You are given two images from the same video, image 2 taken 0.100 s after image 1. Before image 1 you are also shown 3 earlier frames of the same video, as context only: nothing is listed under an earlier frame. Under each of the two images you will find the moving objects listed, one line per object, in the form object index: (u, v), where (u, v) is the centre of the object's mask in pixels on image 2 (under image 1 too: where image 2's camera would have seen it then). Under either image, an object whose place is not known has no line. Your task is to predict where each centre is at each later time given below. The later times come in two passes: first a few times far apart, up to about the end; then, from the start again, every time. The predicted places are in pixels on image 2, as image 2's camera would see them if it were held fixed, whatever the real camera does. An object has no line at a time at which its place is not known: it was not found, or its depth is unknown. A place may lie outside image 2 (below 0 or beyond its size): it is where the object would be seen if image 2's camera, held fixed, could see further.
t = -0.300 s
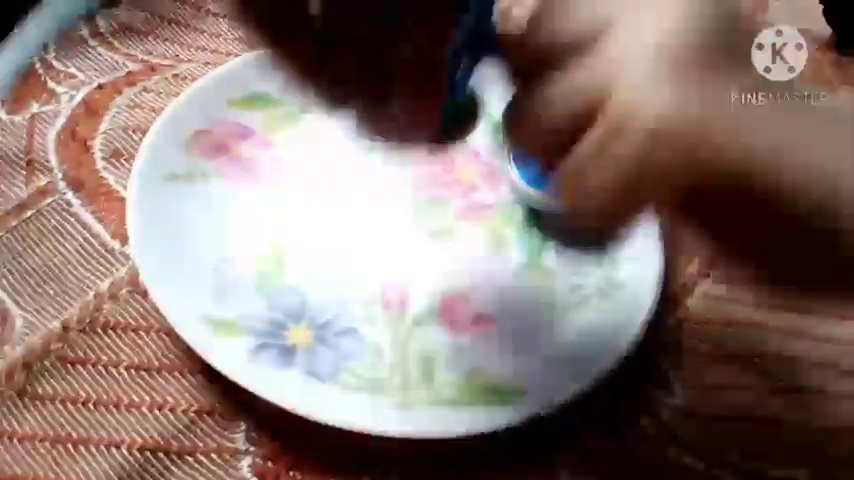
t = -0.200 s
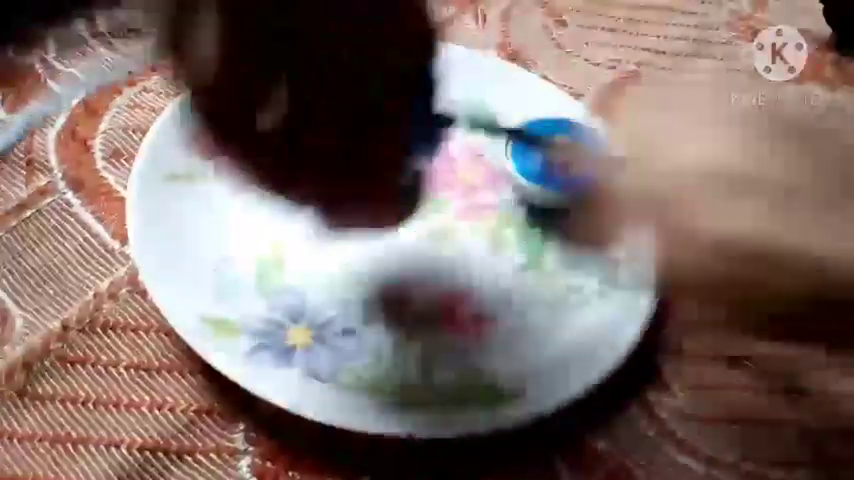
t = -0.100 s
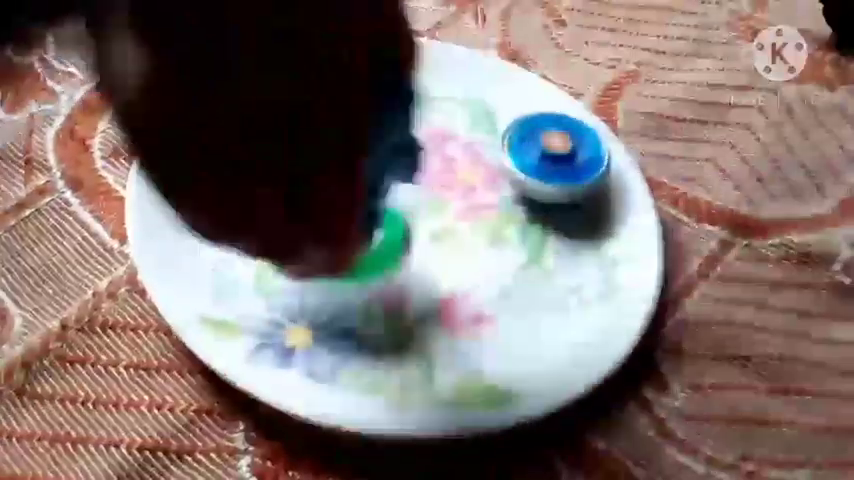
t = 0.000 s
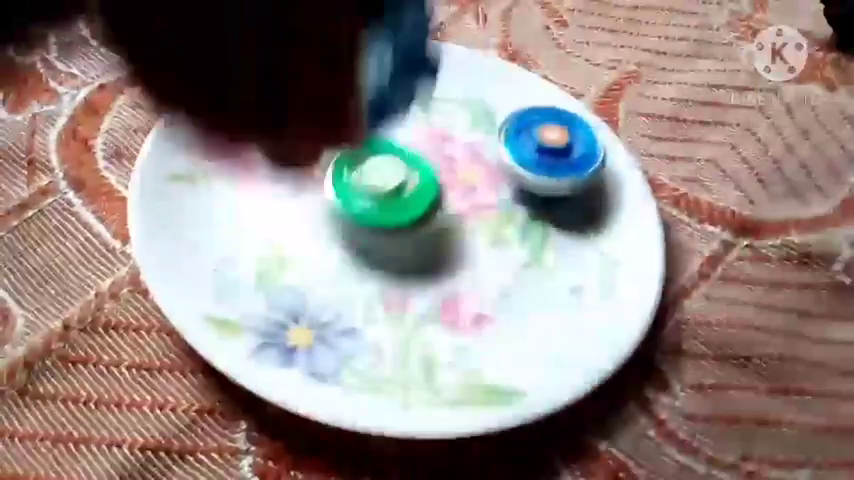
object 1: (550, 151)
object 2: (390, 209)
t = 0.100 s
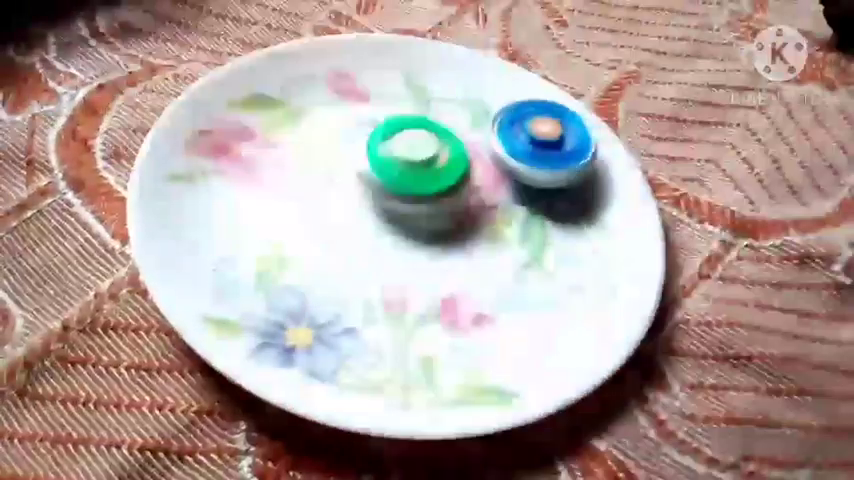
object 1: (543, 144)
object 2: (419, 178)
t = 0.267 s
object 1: (595, 127)
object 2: (379, 126)
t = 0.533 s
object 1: (555, 108)
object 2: (373, 75)
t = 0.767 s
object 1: (541, 125)
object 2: (335, 98)
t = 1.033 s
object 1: (558, 185)
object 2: (400, 96)
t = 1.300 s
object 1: (576, 238)
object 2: (470, 101)
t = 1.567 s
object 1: (567, 240)
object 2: (496, 108)
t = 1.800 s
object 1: (552, 239)
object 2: (517, 121)
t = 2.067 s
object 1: (560, 278)
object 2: (548, 88)
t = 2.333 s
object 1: (585, 240)
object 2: (560, 21)
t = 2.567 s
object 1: (569, 183)
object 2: (563, 17)
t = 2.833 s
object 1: (541, 121)
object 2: (571, 19)
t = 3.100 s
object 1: (477, 71)
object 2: (567, 18)
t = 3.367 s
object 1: (419, 76)
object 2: (589, 45)
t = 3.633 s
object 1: (474, 112)
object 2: (582, 53)
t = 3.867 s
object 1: (540, 138)
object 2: (582, 52)
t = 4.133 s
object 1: (539, 125)
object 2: (584, 51)
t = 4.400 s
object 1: (544, 157)
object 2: (582, 53)
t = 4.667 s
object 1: (568, 184)
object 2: (579, 51)
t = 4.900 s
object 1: (564, 166)
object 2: (580, 51)
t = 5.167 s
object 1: (542, 141)
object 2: (583, 52)
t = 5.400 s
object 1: (520, 119)
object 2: (587, 52)
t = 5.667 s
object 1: (487, 94)
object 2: (589, 51)
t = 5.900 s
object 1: (459, 86)
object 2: (583, 42)
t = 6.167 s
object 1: (477, 101)
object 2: (578, 40)
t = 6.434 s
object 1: (517, 114)
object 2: (579, 40)
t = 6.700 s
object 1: (523, 119)
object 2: (579, 41)
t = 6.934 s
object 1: (542, 140)
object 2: (578, 40)
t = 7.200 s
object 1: (554, 151)
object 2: (578, 40)
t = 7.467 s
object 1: (552, 156)
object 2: (579, 41)
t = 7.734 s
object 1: (549, 149)
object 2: (579, 41)
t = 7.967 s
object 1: (538, 134)
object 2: (578, 40)
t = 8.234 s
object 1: (514, 111)
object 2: (578, 39)
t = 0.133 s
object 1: (541, 141)
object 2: (431, 172)
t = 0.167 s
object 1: (567, 139)
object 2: (416, 163)
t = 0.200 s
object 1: (588, 133)
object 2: (397, 151)
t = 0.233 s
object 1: (596, 129)
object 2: (383, 136)
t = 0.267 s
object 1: (595, 127)
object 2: (379, 126)
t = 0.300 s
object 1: (587, 124)
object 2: (376, 113)
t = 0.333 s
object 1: (576, 120)
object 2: (377, 105)
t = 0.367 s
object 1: (563, 115)
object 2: (382, 98)
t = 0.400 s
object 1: (548, 109)
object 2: (390, 95)
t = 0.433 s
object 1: (538, 104)
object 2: (399, 92)
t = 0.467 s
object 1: (528, 99)
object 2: (407, 91)
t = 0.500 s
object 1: (529, 98)
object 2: (406, 88)
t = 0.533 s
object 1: (555, 108)
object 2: (373, 75)
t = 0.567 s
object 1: (565, 114)
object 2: (349, 67)
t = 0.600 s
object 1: (565, 118)
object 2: (336, 67)
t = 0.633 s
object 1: (561, 121)
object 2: (330, 71)
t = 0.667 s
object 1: (556, 121)
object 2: (329, 78)
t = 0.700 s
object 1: (552, 121)
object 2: (329, 84)
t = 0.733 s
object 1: (548, 122)
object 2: (330, 92)
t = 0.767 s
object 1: (541, 125)
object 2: (335, 98)
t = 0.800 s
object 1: (537, 130)
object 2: (340, 103)
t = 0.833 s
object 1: (537, 136)
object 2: (347, 105)
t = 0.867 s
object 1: (540, 143)
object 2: (353, 104)
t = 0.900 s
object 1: (543, 151)
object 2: (363, 105)
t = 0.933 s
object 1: (547, 159)
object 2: (371, 101)
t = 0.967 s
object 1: (551, 168)
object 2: (379, 98)
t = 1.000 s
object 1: (555, 176)
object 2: (388, 96)
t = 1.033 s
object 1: (558, 185)
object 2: (400, 96)
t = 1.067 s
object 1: (561, 193)
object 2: (408, 92)
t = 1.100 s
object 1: (565, 201)
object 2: (423, 94)
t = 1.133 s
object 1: (568, 209)
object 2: (432, 95)
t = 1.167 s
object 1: (570, 216)
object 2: (441, 95)
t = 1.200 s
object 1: (573, 223)
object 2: (448, 96)
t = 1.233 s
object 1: (575, 229)
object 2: (457, 98)
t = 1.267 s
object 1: (576, 235)
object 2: (465, 99)
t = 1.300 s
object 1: (576, 238)
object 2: (470, 101)
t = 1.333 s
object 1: (576, 241)
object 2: (473, 100)
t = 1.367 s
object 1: (577, 242)
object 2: (477, 100)
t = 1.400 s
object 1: (577, 243)
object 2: (482, 102)
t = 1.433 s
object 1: (575, 244)
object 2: (485, 103)
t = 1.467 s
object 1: (574, 244)
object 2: (490, 106)
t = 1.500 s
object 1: (572, 243)
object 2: (493, 107)
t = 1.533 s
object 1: (570, 241)
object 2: (497, 110)
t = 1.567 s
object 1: (567, 240)
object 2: (496, 108)
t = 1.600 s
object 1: (565, 240)
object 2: (499, 111)
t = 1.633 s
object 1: (563, 240)
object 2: (502, 113)
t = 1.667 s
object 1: (560, 240)
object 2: (508, 117)
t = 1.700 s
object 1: (558, 240)
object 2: (511, 118)
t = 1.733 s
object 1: (555, 240)
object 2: (510, 116)
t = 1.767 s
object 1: (553, 239)
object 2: (514, 118)
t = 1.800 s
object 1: (552, 239)
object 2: (517, 121)
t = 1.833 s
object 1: (551, 238)
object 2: (520, 125)
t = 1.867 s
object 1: (551, 236)
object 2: (523, 128)
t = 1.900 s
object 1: (551, 234)
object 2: (526, 130)
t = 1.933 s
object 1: (552, 230)
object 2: (529, 132)
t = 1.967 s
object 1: (554, 227)
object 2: (532, 133)
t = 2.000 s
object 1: (556, 223)
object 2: (536, 134)
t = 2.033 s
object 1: (559, 249)
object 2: (546, 118)
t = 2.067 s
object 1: (560, 278)
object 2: (548, 88)
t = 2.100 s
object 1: (561, 288)
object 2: (541, 57)
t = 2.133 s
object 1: (565, 289)
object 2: (535, 49)
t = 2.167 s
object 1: (571, 283)
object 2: (536, 36)
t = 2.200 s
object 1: (576, 276)
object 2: (541, 31)
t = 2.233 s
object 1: (581, 269)
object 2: (548, 27)
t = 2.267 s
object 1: (584, 260)
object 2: (551, 24)
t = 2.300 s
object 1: (585, 249)
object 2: (554, 23)
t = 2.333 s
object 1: (585, 240)
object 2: (560, 21)
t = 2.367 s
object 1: (584, 231)
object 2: (562, 20)
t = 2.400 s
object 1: (582, 223)
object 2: (562, 20)
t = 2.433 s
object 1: (581, 214)
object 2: (565, 18)
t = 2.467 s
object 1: (578, 206)
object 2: (569, 17)
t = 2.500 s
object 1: (576, 199)
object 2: (572, 17)
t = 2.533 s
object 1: (572, 191)
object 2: (570, 16)
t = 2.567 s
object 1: (569, 183)
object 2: (563, 17)
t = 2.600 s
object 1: (567, 176)
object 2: (564, 17)
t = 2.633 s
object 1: (565, 169)
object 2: (567, 16)
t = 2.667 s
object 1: (562, 160)
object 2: (570, 16)
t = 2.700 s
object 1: (558, 153)
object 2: (571, 17)
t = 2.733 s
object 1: (555, 145)
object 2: (572, 17)
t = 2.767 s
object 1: (551, 137)
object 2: (572, 18)
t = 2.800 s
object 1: (546, 129)
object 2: (570, 19)
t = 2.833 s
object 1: (541, 121)
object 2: (571, 19)
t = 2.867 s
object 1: (535, 114)
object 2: (574, 18)
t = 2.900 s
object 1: (528, 107)
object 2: (575, 17)
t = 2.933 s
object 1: (520, 99)
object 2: (575, 15)
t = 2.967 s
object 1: (513, 92)
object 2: (565, 16)
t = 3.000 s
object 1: (505, 86)
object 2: (561, 16)
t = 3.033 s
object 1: (496, 80)
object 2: (563, 16)
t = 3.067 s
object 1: (487, 75)
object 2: (566, 16)
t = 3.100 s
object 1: (477, 71)
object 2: (567, 18)
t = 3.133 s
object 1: (469, 68)
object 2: (566, 17)
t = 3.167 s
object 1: (459, 66)
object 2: (568, 24)
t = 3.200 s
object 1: (449, 66)
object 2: (571, 28)
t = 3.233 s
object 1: (440, 65)
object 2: (573, 29)
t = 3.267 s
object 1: (432, 67)
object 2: (580, 39)
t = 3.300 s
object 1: (424, 69)
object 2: (585, 44)
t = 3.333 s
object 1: (420, 73)
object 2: (588, 45)
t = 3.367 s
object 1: (419, 76)
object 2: (589, 45)
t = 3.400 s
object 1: (421, 81)
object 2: (588, 45)
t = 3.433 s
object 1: (426, 85)
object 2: (587, 45)
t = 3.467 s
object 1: (433, 91)
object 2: (584, 47)
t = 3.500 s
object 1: (439, 95)
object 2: (582, 51)
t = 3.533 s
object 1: (449, 101)
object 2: (582, 53)
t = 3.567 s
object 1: (456, 104)
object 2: (582, 53)
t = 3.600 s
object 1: (467, 109)
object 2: (582, 53)
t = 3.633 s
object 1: (474, 112)
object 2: (582, 53)
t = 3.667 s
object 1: (484, 116)
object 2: (582, 53)
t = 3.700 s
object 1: (494, 120)
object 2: (580, 52)
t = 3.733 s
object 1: (505, 125)
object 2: (580, 52)
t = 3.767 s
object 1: (514, 129)
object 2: (582, 51)
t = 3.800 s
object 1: (522, 132)
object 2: (582, 51)
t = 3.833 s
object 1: (531, 136)
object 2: (582, 51)
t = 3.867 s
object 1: (540, 138)
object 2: (582, 52)
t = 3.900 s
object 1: (546, 140)
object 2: (582, 51)
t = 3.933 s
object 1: (551, 139)
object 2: (582, 51)
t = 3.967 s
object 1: (553, 137)
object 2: (583, 51)
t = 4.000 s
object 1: (554, 134)
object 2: (583, 50)
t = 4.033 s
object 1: (552, 130)
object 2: (583, 50)
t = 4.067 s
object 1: (549, 128)
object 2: (584, 50)
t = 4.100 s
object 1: (544, 126)
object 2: (585, 50)
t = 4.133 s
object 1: (539, 125)
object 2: (584, 51)
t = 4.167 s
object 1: (534, 126)
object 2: (583, 51)
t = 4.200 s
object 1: (531, 128)
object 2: (583, 52)
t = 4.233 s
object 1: (531, 132)
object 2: (584, 53)
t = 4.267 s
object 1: (533, 136)
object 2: (582, 52)
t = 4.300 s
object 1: (535, 141)
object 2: (583, 53)
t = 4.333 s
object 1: (537, 146)
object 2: (582, 52)
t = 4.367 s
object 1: (540, 152)
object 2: (583, 53)
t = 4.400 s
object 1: (544, 157)
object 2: (582, 53)
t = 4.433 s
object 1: (547, 162)
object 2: (582, 52)
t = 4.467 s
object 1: (550, 166)
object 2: (581, 52)
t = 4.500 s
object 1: (553, 171)
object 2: (582, 52)
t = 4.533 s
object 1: (556, 175)
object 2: (580, 52)
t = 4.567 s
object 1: (560, 179)
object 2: (581, 52)
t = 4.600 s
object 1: (563, 182)
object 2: (580, 52)
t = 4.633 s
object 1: (566, 183)
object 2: (580, 52)
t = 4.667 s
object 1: (568, 184)
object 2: (579, 51)
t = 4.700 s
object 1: (569, 184)
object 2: (579, 52)
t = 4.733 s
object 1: (570, 182)
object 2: (580, 52)
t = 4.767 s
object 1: (571, 180)
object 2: (580, 52)
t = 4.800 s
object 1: (570, 177)
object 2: (579, 52)
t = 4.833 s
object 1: (569, 173)
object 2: (579, 51)
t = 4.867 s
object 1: (567, 170)
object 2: (579, 52)
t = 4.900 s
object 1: (564, 166)
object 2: (580, 51)
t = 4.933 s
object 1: (562, 163)
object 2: (579, 52)
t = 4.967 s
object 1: (559, 159)
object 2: (580, 51)
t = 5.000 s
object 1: (556, 156)
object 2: (580, 52)
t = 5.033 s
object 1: (553, 153)
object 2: (581, 51)
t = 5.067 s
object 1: (550, 150)
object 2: (583, 51)
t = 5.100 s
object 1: (548, 147)
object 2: (583, 52)
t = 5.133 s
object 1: (545, 144)
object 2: (584, 51)
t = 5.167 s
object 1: (542, 141)
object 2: (583, 52)
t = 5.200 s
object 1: (540, 138)
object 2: (585, 51)
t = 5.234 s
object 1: (536, 135)
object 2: (585, 51)
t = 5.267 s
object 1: (534, 132)
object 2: (585, 53)
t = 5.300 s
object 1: (531, 129)
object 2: (586, 51)
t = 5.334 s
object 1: (528, 126)
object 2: (585, 52)
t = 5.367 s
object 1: (524, 122)
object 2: (585, 53)
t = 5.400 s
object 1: (520, 119)
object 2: (587, 52)
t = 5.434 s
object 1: (517, 115)
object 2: (586, 53)
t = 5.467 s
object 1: (513, 111)
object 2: (588, 54)
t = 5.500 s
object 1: (509, 108)
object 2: (588, 54)
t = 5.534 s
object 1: (505, 105)
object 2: (587, 52)
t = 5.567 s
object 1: (500, 102)
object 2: (588, 53)
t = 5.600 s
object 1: (496, 99)
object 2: (591, 54)
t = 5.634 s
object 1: (491, 96)
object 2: (590, 53)
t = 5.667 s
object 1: (487, 94)
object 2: (589, 51)
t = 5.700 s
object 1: (483, 92)
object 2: (592, 52)
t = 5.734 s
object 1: (478, 89)
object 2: (595, 52)
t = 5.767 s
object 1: (474, 88)
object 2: (591, 51)
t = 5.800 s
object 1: (469, 86)
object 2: (589, 46)
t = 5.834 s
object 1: (464, 86)
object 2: (586, 45)
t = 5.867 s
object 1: (461, 85)
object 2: (587, 45)
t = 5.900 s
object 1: (459, 86)
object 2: (583, 42)
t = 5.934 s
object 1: (459, 88)
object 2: (581, 39)
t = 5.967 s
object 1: (458, 89)
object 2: (580, 39)
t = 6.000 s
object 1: (459, 90)
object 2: (580, 42)
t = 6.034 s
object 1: (461, 92)
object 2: (577, 41)
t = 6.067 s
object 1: (464, 94)
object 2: (579, 43)
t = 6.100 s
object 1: (467, 96)
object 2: (577, 41)
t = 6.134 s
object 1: (472, 99)
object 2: (578, 40)
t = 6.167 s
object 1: (477, 101)
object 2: (578, 40)
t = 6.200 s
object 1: (484, 104)
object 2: (578, 40)
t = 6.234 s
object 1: (490, 106)
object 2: (578, 39)
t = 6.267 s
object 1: (495, 108)
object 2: (578, 40)
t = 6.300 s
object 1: (500, 109)
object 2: (578, 40)
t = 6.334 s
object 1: (505, 111)
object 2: (578, 40)
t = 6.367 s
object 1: (510, 112)
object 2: (578, 40)
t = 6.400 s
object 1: (514, 114)
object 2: (579, 40)
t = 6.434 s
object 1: (517, 114)
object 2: (579, 40)
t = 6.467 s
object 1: (519, 114)
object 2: (579, 40)
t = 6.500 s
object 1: (520, 114)
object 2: (578, 40)
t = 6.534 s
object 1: (521, 114)
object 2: (578, 40)
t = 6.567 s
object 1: (521, 115)
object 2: (578, 40)
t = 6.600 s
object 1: (522, 115)
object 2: (578, 40)
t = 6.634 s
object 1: (522, 116)
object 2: (578, 40)
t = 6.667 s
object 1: (522, 117)
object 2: (579, 41)
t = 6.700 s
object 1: (523, 119)
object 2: (579, 41)
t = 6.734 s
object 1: (524, 121)
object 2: (579, 41)
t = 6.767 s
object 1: (526, 124)
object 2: (579, 41)
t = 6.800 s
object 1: (529, 128)
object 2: (579, 41)
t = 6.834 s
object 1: (531, 131)
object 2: (578, 40)
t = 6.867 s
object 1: (535, 134)
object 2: (578, 40)
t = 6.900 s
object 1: (538, 137)
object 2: (578, 40)
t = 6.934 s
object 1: (542, 140)
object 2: (578, 40)
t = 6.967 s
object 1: (545, 143)
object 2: (578, 40)
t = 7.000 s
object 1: (548, 145)
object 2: (578, 40)
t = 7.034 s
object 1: (550, 148)
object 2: (578, 40)
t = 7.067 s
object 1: (552, 149)
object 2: (578, 40)
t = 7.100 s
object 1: (553, 150)
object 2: (578, 40)
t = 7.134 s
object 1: (554, 150)
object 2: (578, 40)
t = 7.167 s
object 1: (554, 151)
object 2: (578, 40)
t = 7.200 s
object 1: (554, 151)
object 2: (578, 40)
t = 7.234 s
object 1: (553, 151)
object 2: (578, 40)
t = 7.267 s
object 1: (552, 151)
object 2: (579, 40)
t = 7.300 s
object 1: (552, 152)
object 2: (578, 40)
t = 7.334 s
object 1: (552, 153)
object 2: (578, 39)
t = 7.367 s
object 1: (552, 154)
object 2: (579, 40)
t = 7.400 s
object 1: (552, 155)
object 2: (579, 41)
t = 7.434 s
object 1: (552, 156)
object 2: (579, 41)
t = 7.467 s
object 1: (552, 156)
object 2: (579, 41)
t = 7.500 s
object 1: (553, 155)
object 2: (579, 41)
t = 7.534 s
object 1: (553, 155)
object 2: (579, 41)
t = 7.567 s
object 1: (553, 154)
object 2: (579, 41)
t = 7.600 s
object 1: (552, 153)
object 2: (579, 41)
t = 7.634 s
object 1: (552, 152)
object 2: (579, 41)
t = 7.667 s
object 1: (551, 152)
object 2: (579, 41)
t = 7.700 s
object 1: (550, 151)
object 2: (579, 41)
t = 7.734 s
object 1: (549, 149)
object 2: (579, 41)
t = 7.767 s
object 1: (548, 147)
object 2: (579, 41)
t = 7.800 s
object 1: (546, 145)
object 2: (579, 41)
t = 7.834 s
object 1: (544, 143)
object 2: (578, 41)
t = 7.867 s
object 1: (543, 140)
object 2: (578, 40)
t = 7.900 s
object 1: (541, 138)
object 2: (579, 41)
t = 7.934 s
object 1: (540, 136)
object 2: (578, 40)
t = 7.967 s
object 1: (538, 134)
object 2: (578, 40)
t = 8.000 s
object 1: (536, 131)
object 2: (578, 40)
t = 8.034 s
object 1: (533, 128)
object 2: (579, 40)
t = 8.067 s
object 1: (530, 125)
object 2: (578, 40)
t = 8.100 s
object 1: (527, 123)
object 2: (578, 40)
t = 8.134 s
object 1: (524, 120)
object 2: (578, 40)
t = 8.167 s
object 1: (520, 117)
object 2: (578, 40)
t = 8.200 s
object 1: (517, 114)
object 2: (578, 40)
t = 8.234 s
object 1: (514, 111)
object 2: (578, 39)
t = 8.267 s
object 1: (509, 108)
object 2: (578, 40)
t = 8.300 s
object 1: (506, 106)
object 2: (578, 40)
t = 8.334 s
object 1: (503, 104)
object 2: (578, 40)
